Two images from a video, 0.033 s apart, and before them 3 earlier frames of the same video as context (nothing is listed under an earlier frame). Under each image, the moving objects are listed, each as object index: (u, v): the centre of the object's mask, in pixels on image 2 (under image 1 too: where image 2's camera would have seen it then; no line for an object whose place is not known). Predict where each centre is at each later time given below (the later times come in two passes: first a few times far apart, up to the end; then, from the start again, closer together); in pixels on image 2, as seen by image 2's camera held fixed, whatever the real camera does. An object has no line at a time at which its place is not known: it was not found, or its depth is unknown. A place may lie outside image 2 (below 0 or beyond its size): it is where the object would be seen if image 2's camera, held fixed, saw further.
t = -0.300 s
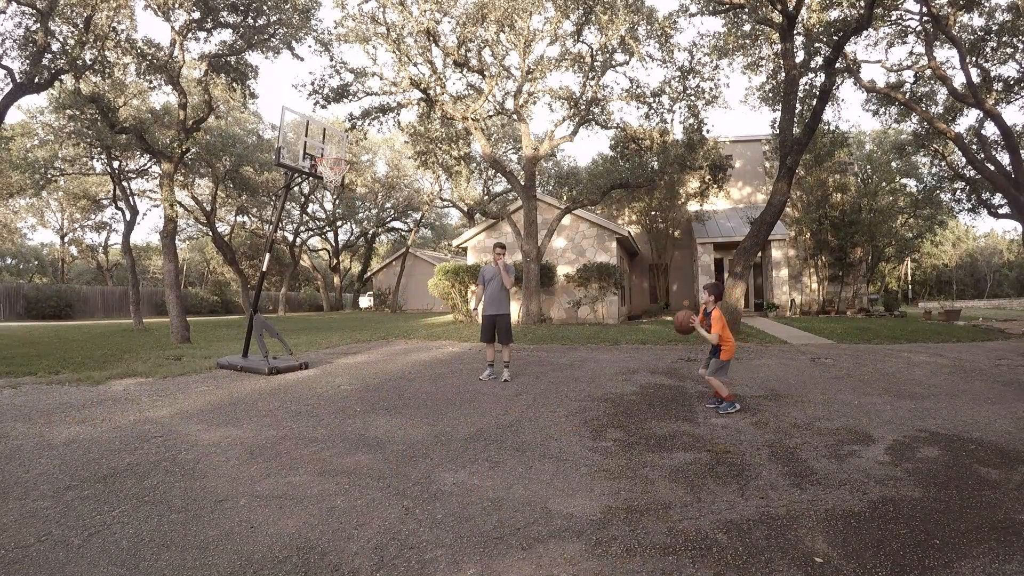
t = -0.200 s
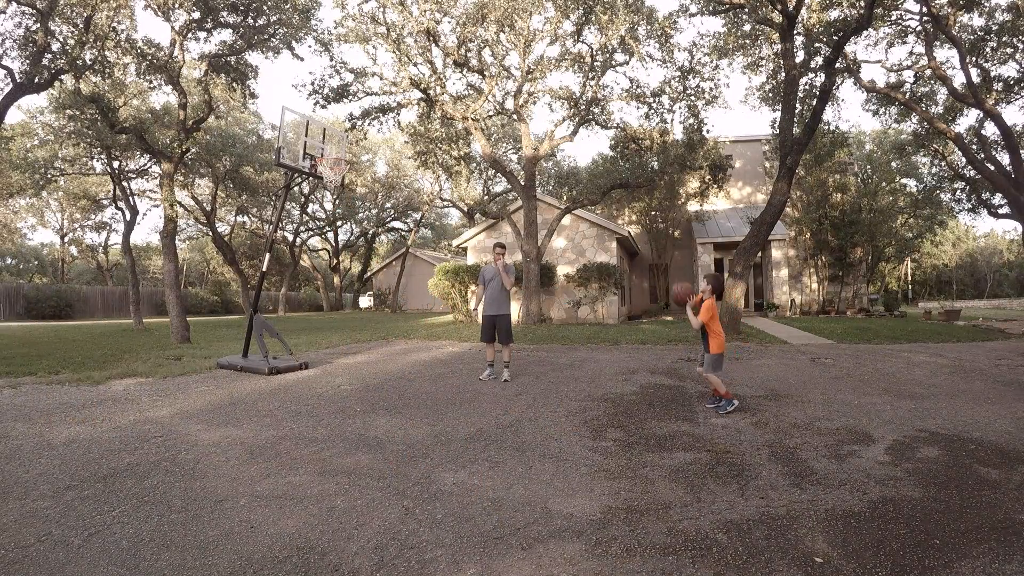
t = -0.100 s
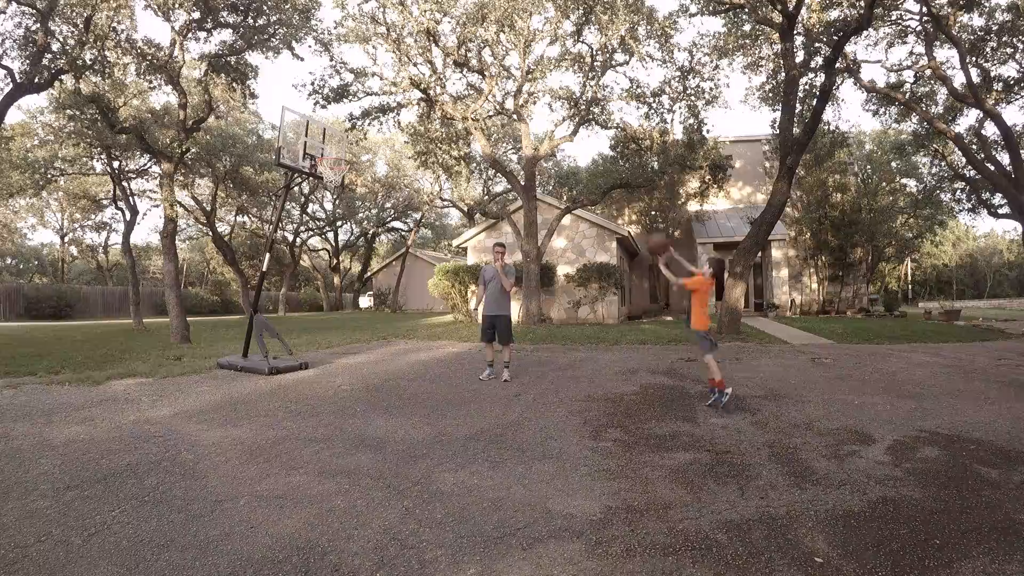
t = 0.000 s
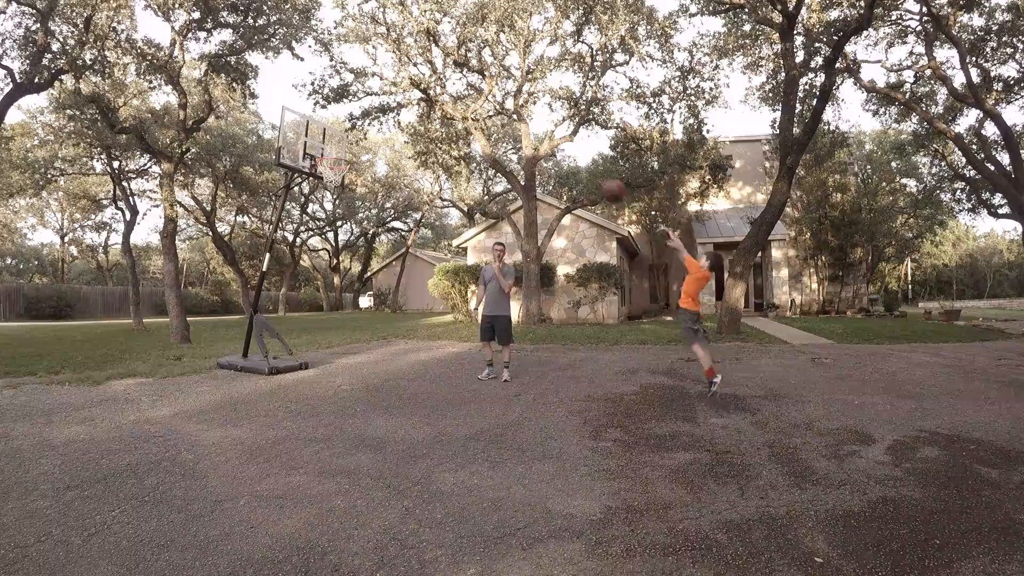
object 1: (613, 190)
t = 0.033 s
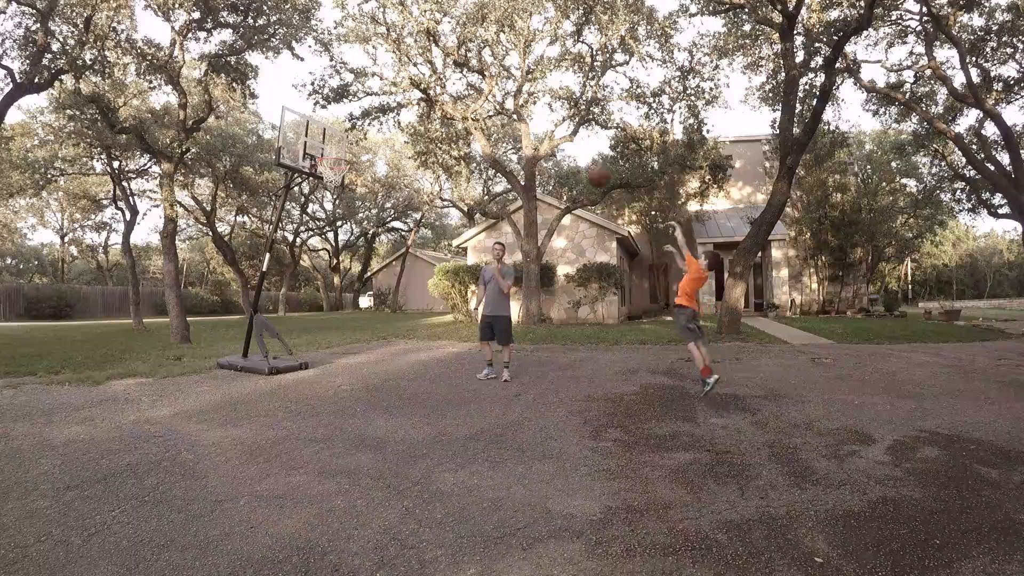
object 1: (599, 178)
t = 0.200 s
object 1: (532, 122)
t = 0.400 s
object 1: (466, 97)
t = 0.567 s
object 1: (419, 102)
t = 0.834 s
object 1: (352, 150)
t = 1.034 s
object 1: (326, 175)
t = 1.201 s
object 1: (338, 195)
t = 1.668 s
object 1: (381, 372)
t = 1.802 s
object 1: (392, 321)
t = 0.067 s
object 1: (584, 163)
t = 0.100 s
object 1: (570, 150)
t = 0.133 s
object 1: (557, 139)
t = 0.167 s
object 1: (545, 131)
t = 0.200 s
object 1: (532, 122)
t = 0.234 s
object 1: (520, 115)
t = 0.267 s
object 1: (508, 110)
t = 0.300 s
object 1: (497, 105)
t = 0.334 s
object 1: (486, 101)
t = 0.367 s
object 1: (476, 98)
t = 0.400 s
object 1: (466, 97)
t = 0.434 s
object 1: (454, 96)
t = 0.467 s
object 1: (445, 97)
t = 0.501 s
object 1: (435, 98)
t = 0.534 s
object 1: (427, 100)
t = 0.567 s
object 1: (419, 102)
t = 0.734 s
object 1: (375, 127)
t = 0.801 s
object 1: (359, 141)
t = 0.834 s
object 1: (352, 150)
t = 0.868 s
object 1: (346, 156)
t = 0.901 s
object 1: (338, 162)
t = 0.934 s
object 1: (334, 164)
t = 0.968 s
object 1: (327, 165)
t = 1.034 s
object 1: (326, 175)
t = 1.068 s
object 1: (329, 178)
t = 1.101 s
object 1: (331, 181)
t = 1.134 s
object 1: (333, 183)
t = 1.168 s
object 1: (335, 188)
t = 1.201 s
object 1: (338, 195)
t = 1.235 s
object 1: (341, 201)
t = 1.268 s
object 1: (342, 210)
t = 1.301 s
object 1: (345, 219)
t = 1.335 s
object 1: (349, 229)
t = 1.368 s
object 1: (351, 240)
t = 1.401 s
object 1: (355, 252)
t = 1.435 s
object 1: (358, 265)
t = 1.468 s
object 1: (359, 280)
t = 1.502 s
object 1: (363, 293)
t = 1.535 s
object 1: (367, 312)
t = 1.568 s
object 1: (370, 328)
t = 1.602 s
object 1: (374, 346)
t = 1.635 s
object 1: (377, 366)
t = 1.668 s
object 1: (381, 372)
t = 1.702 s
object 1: (384, 358)
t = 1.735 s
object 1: (386, 345)
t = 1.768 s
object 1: (389, 333)
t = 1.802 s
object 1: (392, 321)
